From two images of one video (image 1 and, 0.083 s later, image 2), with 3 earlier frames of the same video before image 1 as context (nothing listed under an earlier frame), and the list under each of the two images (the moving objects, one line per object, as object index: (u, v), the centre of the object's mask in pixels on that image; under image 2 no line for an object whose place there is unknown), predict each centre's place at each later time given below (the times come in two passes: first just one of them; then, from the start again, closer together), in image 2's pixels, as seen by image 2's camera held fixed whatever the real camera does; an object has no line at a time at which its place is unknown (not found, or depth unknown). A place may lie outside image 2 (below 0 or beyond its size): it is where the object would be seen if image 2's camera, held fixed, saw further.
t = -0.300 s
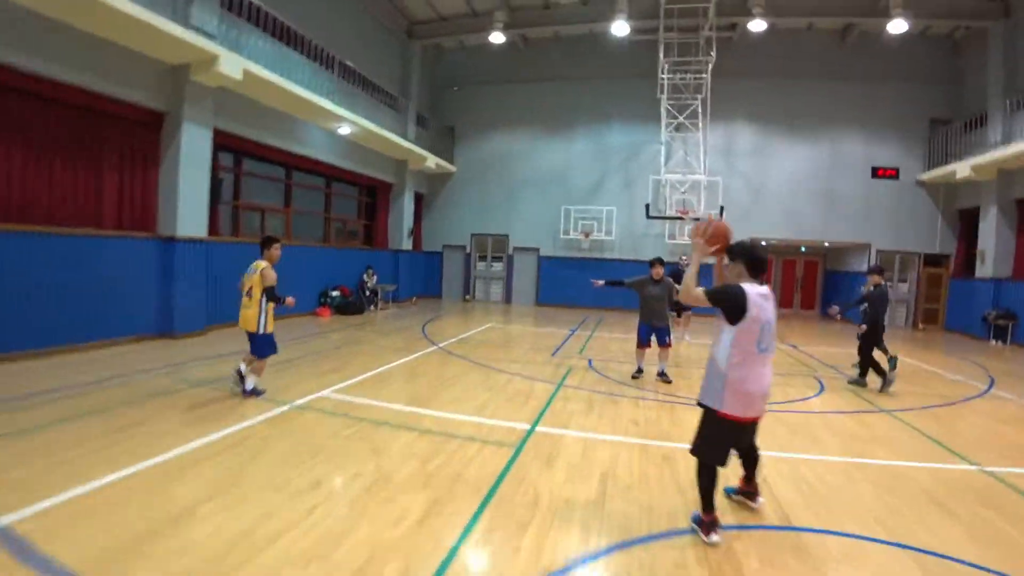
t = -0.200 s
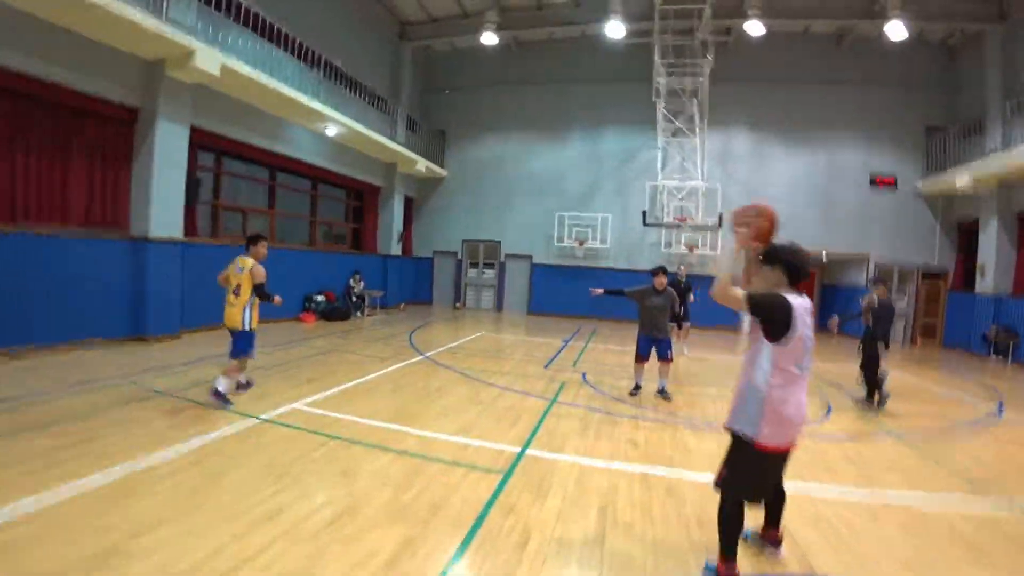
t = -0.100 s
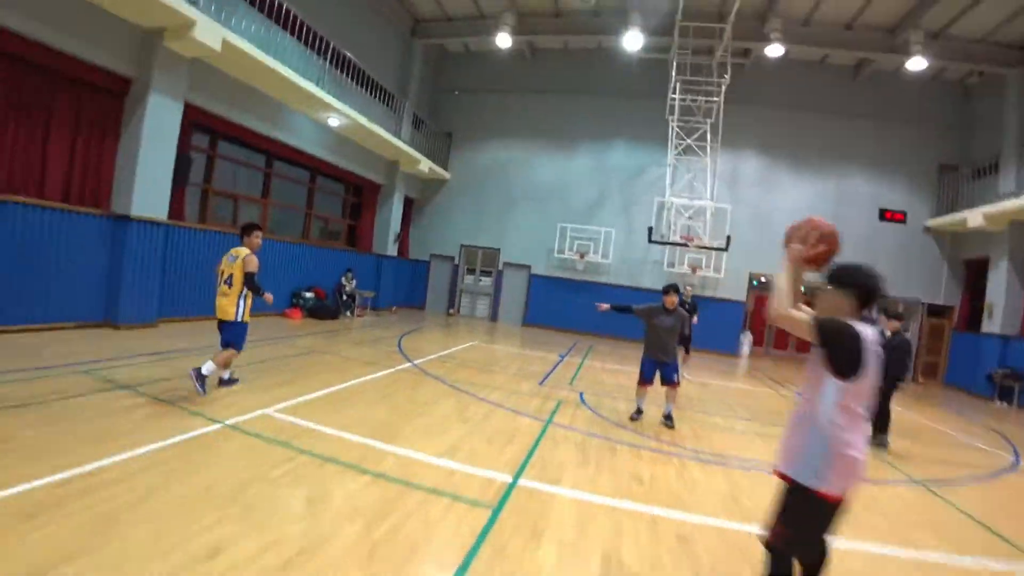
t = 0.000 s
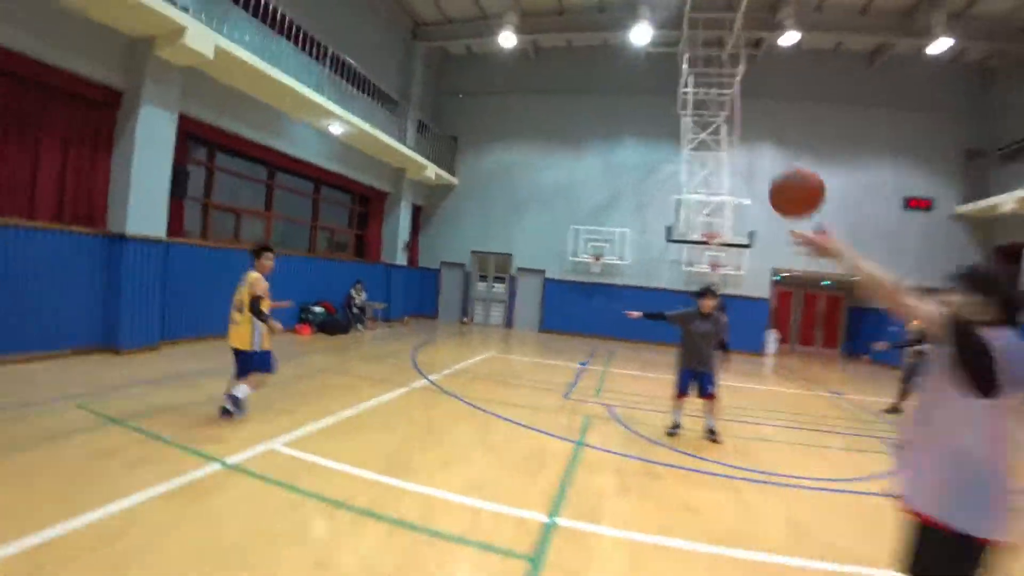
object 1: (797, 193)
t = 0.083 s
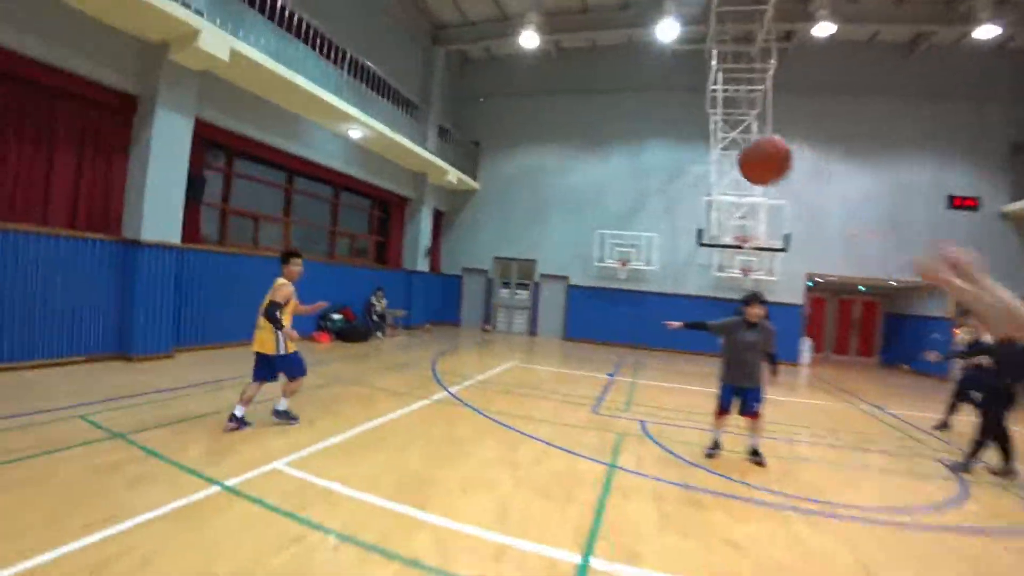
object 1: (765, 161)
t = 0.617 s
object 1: (474, 263)
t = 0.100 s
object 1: (749, 155)
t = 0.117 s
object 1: (735, 153)
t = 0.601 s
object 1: (479, 255)
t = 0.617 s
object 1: (474, 263)
